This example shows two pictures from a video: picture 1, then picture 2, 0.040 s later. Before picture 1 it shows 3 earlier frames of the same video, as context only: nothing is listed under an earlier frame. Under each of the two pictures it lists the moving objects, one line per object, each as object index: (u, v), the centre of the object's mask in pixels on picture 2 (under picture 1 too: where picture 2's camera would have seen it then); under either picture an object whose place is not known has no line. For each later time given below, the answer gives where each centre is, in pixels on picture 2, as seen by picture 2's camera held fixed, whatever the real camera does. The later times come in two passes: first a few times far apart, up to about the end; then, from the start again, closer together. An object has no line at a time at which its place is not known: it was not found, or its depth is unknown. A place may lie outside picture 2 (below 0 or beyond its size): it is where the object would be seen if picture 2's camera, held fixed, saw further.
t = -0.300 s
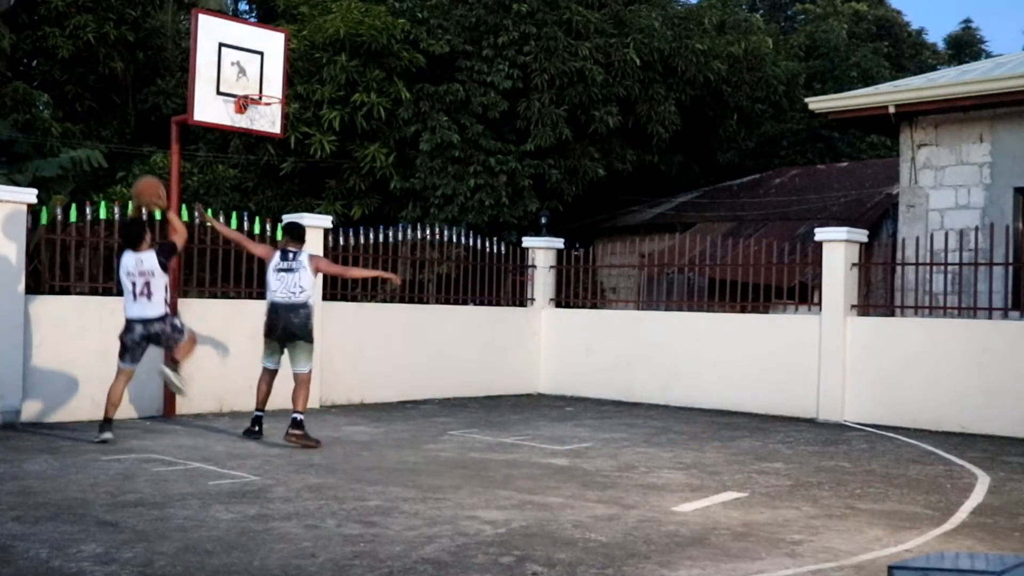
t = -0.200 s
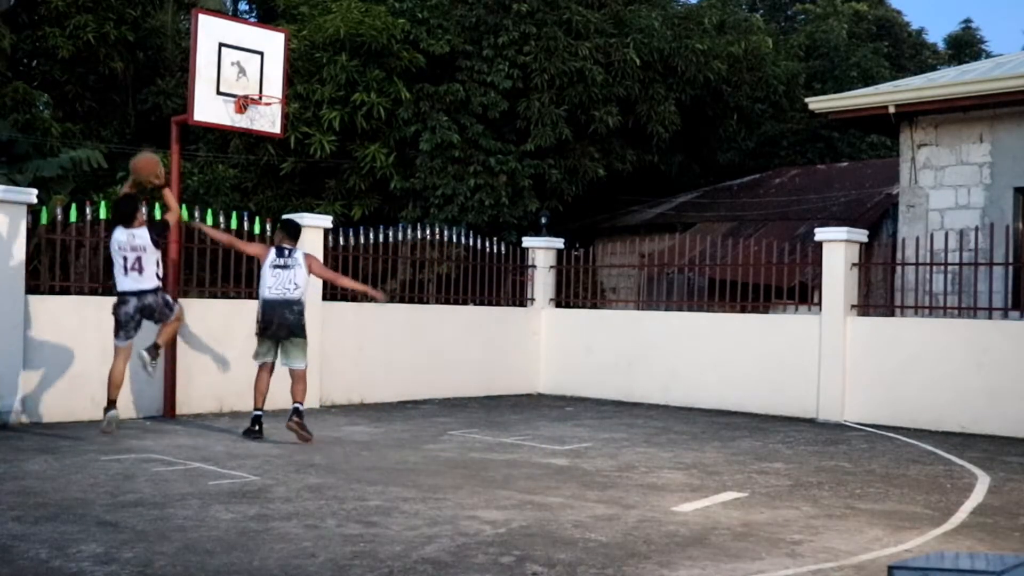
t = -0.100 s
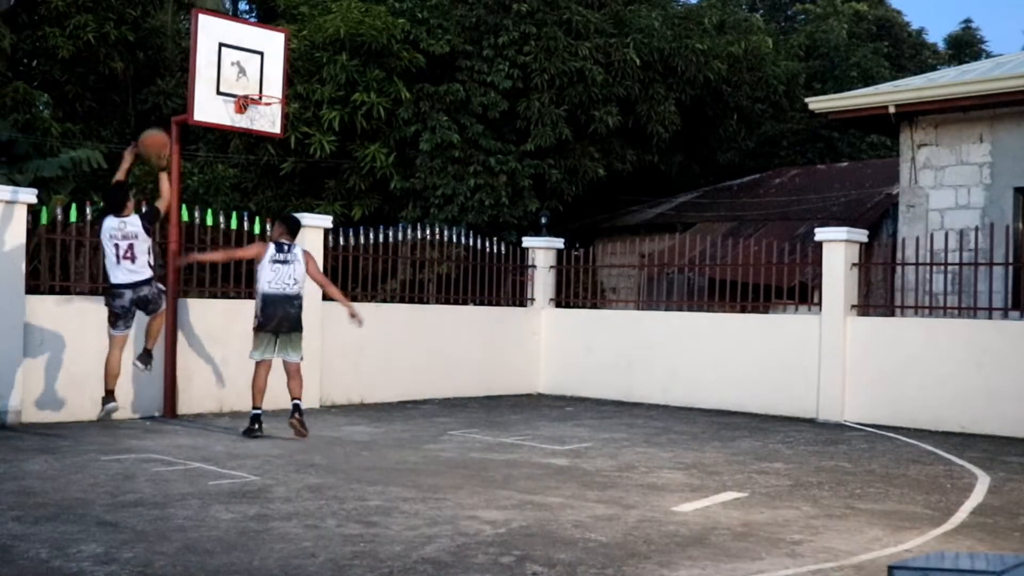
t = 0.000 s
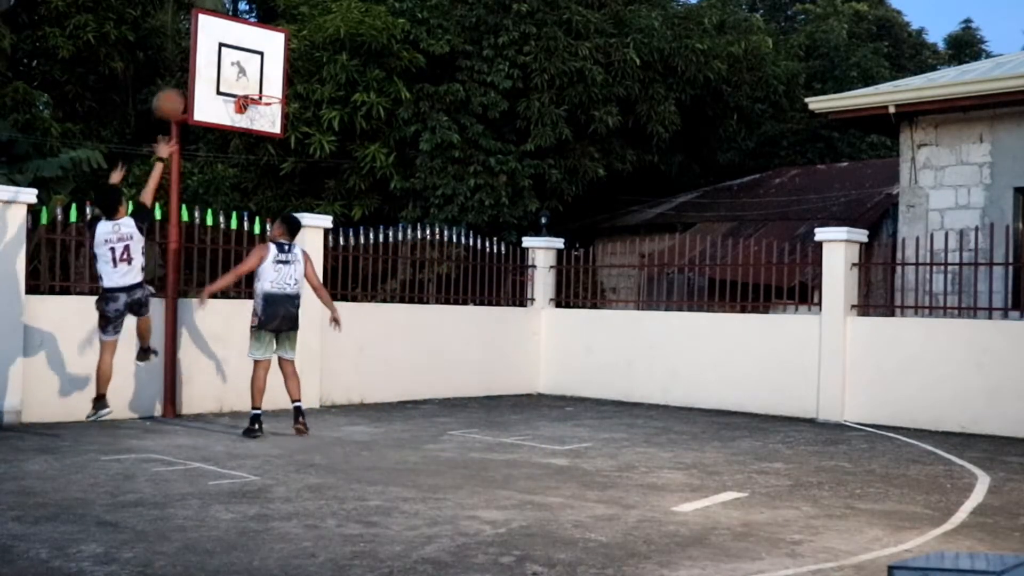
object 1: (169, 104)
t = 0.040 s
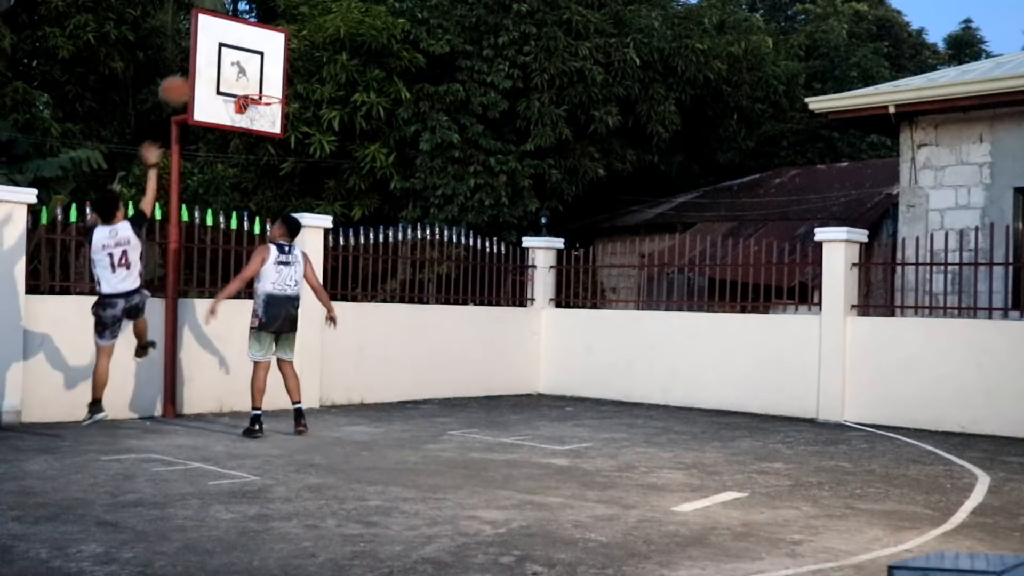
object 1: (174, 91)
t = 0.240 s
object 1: (201, 56)
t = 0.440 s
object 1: (233, 69)
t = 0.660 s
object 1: (268, 88)
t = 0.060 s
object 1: (177, 85)
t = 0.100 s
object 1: (182, 75)
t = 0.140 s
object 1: (188, 67)
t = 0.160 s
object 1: (190, 64)
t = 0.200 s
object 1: (196, 59)
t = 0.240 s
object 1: (201, 56)
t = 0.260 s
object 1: (203, 56)
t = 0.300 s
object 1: (208, 55)
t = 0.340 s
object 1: (213, 57)
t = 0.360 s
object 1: (217, 58)
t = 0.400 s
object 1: (226, 63)
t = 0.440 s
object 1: (233, 69)
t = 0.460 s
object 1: (237, 73)
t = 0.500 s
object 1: (244, 81)
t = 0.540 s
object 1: (250, 83)
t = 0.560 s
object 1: (253, 83)
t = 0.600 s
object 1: (259, 84)
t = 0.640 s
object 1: (265, 87)
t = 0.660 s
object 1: (268, 88)
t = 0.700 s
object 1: (270, 89)
